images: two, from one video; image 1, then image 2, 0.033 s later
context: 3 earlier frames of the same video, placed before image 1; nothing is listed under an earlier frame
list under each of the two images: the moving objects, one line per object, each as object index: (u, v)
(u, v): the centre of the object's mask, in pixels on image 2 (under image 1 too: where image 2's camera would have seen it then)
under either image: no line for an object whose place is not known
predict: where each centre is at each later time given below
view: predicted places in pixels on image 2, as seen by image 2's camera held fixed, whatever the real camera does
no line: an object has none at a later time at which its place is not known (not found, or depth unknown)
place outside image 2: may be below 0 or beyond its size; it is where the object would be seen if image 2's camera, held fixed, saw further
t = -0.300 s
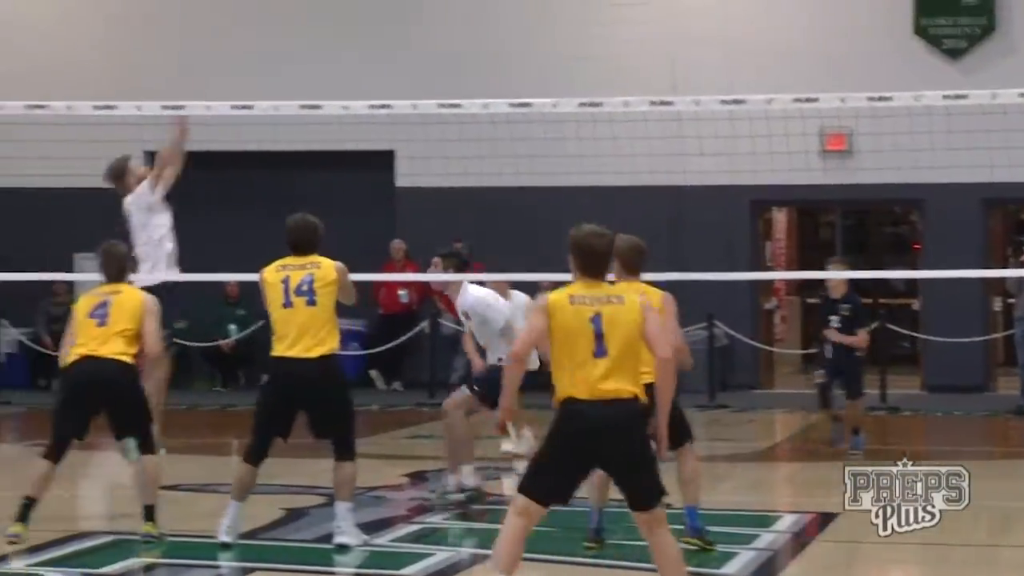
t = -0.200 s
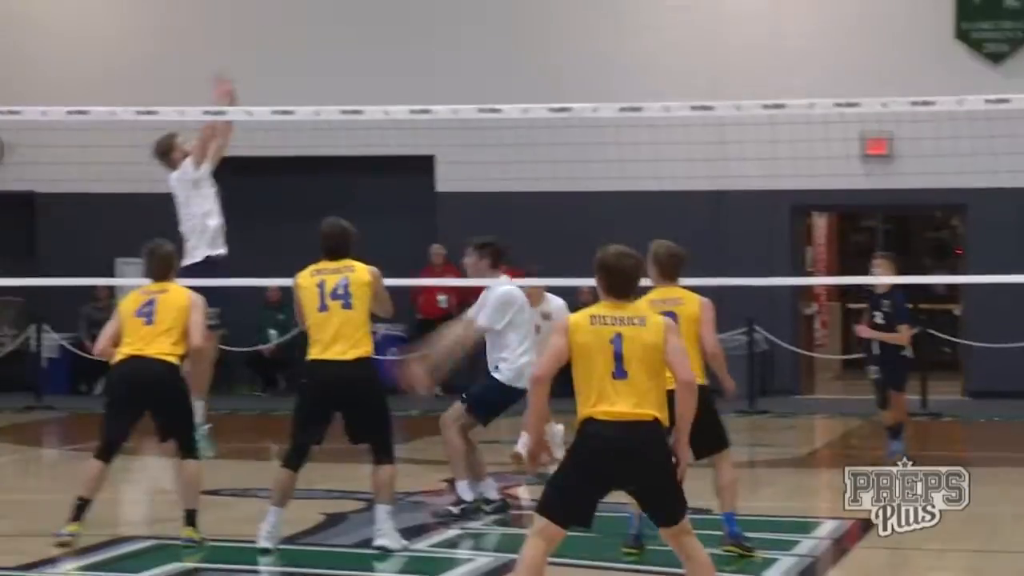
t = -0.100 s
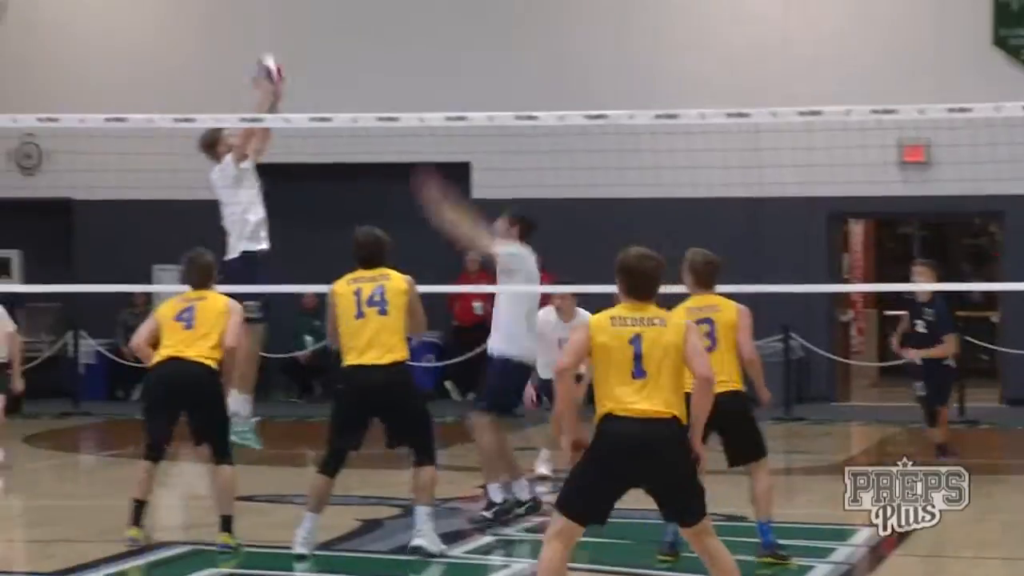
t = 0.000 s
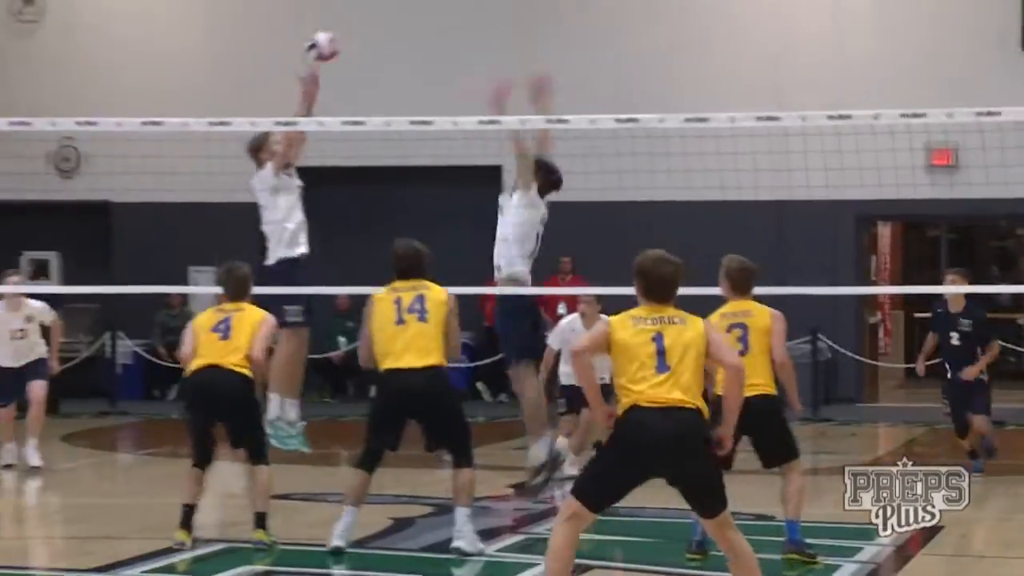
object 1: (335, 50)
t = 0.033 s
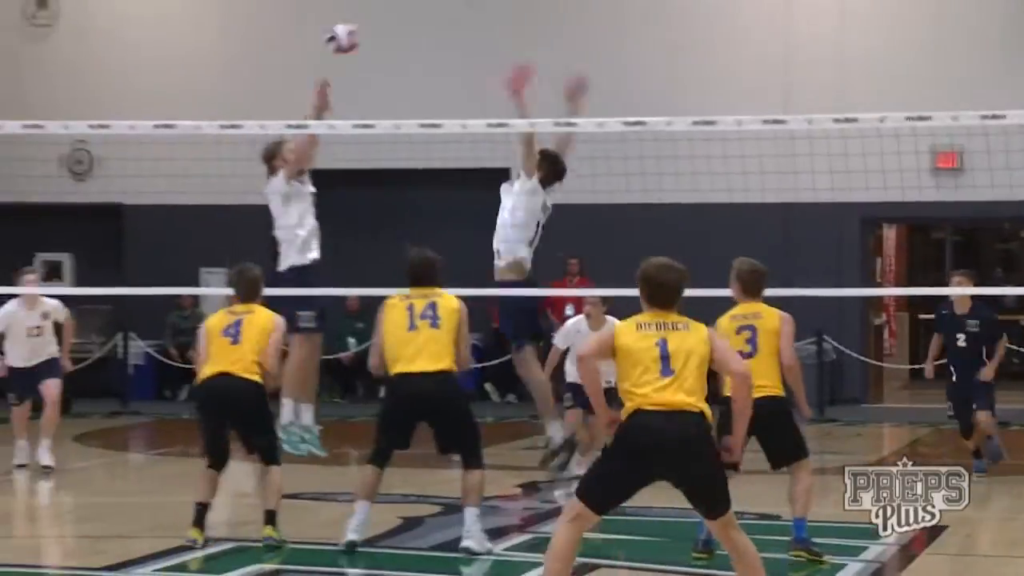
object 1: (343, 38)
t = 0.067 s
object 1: (350, 28)
